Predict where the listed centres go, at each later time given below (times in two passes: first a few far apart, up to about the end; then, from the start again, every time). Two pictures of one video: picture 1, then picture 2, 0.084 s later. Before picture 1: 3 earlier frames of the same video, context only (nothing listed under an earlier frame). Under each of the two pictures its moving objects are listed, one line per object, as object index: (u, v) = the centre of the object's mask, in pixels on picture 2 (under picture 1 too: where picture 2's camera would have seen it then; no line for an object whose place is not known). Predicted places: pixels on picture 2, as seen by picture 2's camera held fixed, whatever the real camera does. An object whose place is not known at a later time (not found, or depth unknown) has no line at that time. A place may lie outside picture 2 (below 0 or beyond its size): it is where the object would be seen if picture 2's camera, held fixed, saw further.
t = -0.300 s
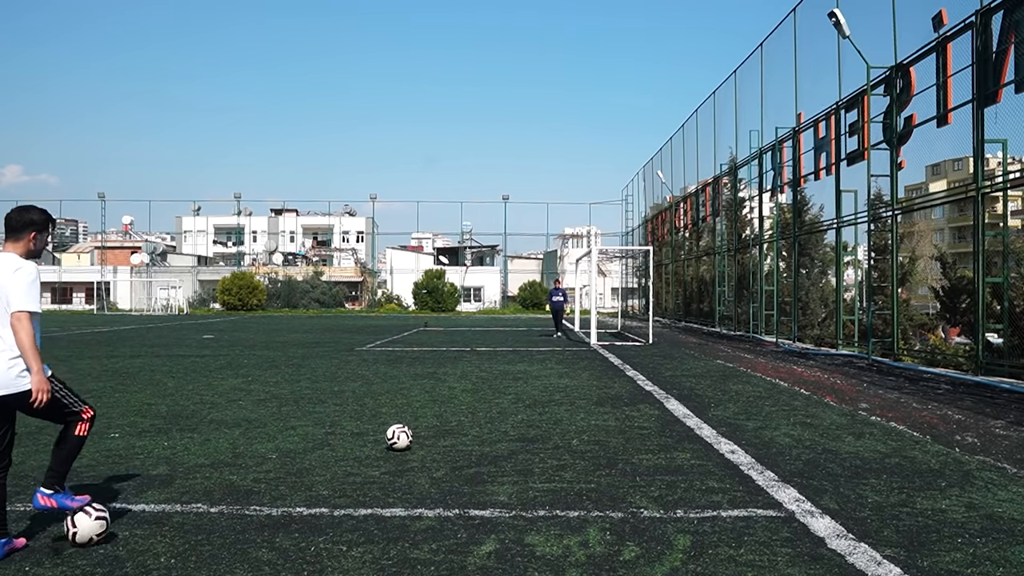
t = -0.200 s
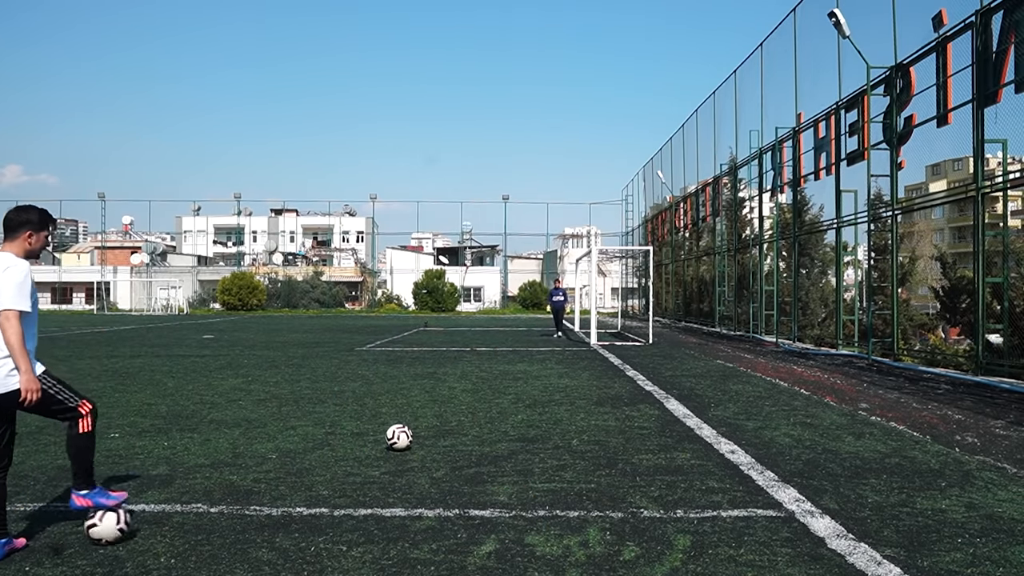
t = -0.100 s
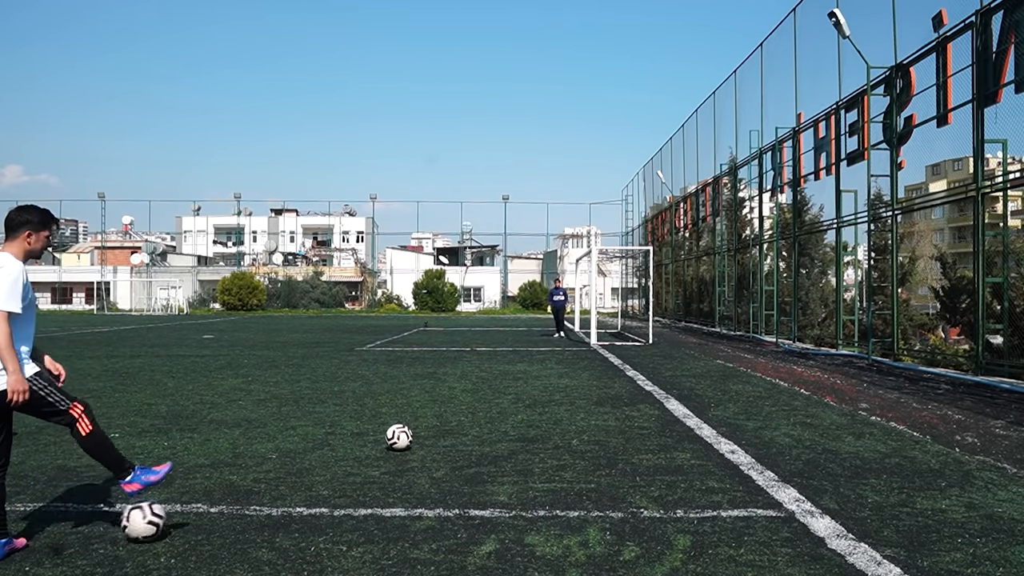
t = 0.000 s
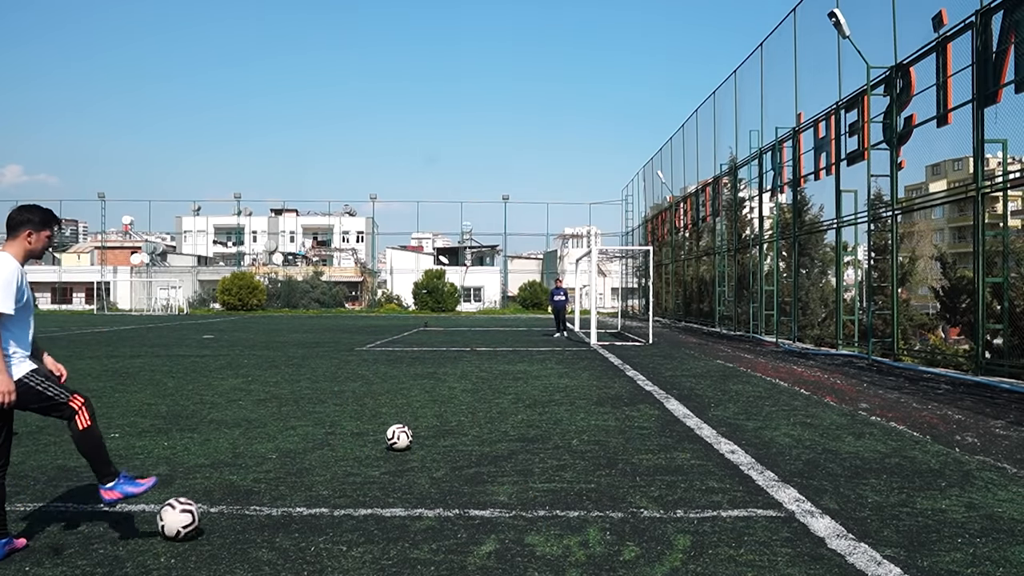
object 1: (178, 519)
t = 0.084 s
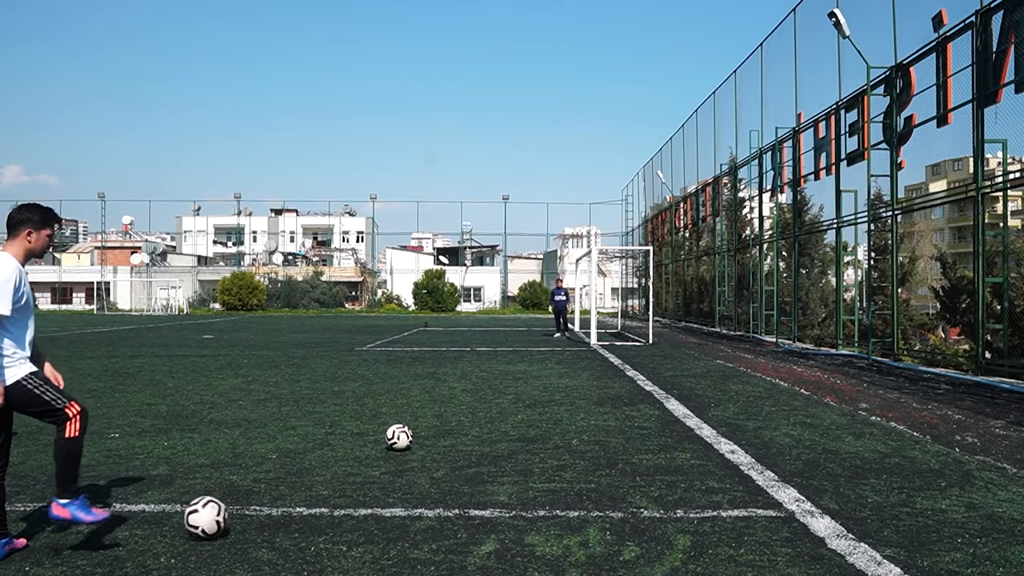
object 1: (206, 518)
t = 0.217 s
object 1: (248, 517)
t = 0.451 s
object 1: (319, 513)
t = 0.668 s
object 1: (377, 509)
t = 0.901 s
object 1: (436, 504)
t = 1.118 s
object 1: (481, 501)
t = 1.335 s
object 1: (525, 498)
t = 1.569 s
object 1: (568, 494)
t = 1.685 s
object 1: (587, 494)
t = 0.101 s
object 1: (210, 518)
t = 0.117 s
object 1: (216, 518)
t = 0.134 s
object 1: (221, 518)
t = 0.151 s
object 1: (227, 517)
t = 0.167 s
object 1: (232, 517)
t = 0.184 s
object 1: (238, 517)
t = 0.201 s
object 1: (243, 518)
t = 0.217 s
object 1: (248, 517)
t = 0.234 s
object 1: (253, 516)
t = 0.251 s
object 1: (259, 515)
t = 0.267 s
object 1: (264, 516)
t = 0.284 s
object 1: (270, 516)
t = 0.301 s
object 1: (274, 515)
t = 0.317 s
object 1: (279, 515)
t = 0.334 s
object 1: (285, 514)
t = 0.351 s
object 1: (289, 515)
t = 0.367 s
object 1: (295, 515)
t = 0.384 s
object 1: (300, 514)
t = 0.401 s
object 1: (305, 514)
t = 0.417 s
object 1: (310, 513)
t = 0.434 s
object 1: (314, 513)
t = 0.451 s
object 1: (319, 513)
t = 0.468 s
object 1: (324, 513)
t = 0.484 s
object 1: (328, 512)
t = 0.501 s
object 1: (333, 512)
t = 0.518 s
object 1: (338, 512)
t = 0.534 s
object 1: (342, 512)
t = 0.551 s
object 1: (347, 511)
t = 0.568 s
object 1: (351, 510)
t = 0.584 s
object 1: (356, 510)
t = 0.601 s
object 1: (360, 510)
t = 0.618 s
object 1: (364, 510)
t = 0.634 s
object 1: (369, 509)
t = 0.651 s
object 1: (373, 510)
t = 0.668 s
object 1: (377, 509)
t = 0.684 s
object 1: (382, 508)
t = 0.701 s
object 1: (386, 508)
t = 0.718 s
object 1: (391, 508)
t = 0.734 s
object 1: (395, 507)
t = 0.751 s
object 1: (399, 507)
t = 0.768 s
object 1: (403, 507)
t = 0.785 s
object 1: (407, 507)
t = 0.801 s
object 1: (412, 506)
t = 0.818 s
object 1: (416, 506)
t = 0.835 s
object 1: (421, 506)
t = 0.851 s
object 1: (424, 506)
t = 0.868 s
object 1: (428, 505)
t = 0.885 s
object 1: (432, 504)
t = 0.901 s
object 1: (436, 504)
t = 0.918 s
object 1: (439, 503)
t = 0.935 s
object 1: (443, 504)
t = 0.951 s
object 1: (447, 503)
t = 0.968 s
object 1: (451, 503)
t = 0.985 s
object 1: (454, 502)
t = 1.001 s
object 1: (458, 502)
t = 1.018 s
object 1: (461, 502)
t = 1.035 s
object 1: (465, 503)
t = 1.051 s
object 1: (468, 501)
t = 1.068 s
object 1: (471, 501)
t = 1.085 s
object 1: (475, 500)
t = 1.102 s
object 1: (478, 501)
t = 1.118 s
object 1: (481, 501)
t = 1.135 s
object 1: (485, 501)
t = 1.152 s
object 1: (489, 500)
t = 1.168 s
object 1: (492, 500)
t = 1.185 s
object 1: (496, 500)
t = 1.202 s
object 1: (499, 500)
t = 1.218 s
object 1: (502, 500)
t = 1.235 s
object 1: (506, 499)
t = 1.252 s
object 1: (509, 499)
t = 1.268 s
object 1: (513, 498)
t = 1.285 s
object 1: (516, 498)
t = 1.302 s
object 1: (519, 498)
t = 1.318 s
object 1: (522, 498)
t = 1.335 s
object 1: (525, 498)
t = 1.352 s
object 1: (529, 498)
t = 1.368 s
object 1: (532, 497)
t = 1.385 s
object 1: (535, 497)
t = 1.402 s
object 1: (538, 497)
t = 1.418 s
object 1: (541, 497)
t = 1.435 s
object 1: (545, 496)
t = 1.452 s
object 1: (548, 496)
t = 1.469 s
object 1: (550, 496)
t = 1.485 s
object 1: (554, 496)
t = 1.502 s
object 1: (557, 495)
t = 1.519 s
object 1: (559, 496)
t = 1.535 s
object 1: (562, 496)
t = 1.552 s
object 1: (565, 495)
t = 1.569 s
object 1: (568, 494)
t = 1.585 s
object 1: (571, 495)
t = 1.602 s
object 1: (574, 495)
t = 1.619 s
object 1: (576, 495)
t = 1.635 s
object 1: (579, 495)
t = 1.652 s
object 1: (582, 494)
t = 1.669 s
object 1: (584, 494)
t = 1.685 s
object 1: (587, 494)
